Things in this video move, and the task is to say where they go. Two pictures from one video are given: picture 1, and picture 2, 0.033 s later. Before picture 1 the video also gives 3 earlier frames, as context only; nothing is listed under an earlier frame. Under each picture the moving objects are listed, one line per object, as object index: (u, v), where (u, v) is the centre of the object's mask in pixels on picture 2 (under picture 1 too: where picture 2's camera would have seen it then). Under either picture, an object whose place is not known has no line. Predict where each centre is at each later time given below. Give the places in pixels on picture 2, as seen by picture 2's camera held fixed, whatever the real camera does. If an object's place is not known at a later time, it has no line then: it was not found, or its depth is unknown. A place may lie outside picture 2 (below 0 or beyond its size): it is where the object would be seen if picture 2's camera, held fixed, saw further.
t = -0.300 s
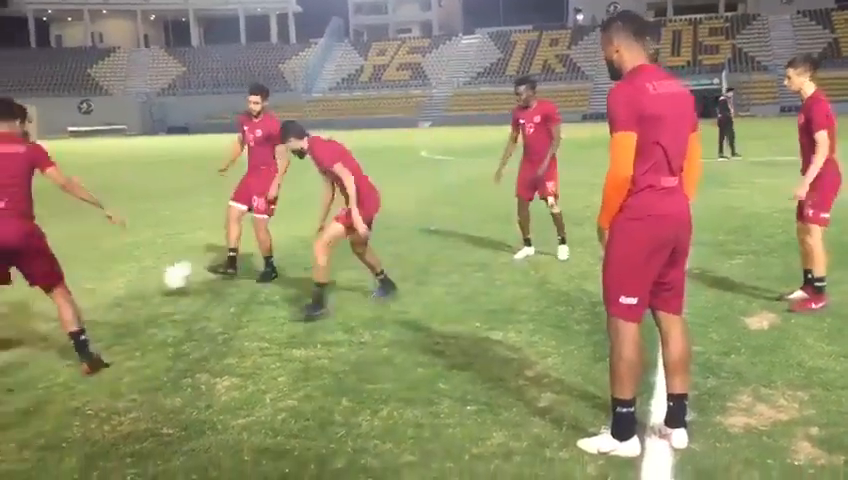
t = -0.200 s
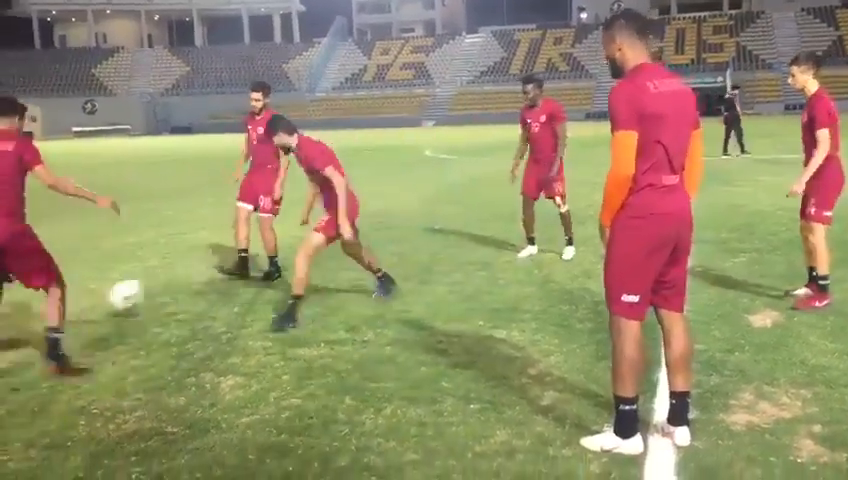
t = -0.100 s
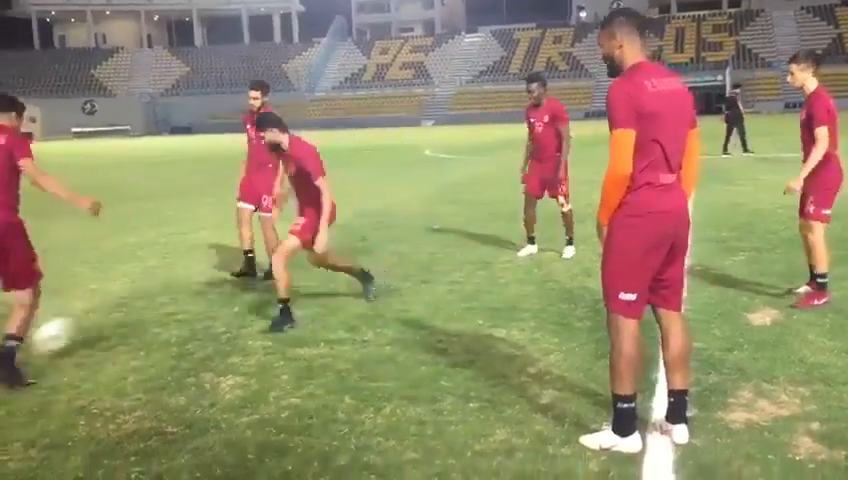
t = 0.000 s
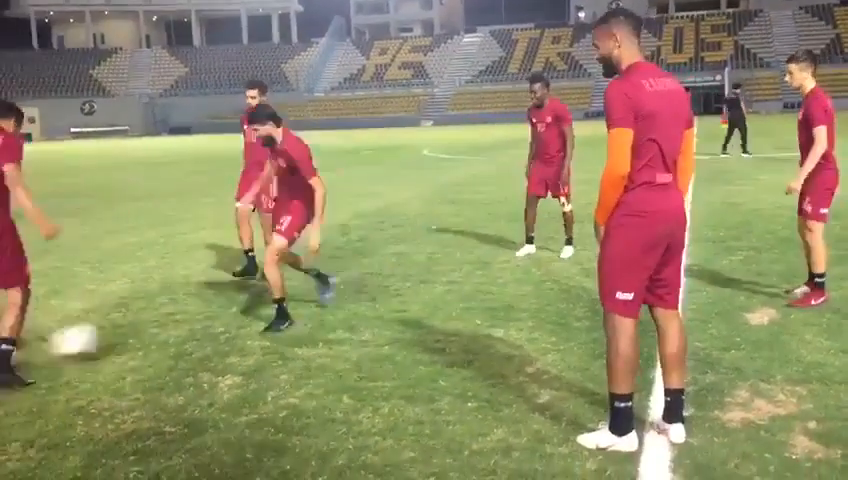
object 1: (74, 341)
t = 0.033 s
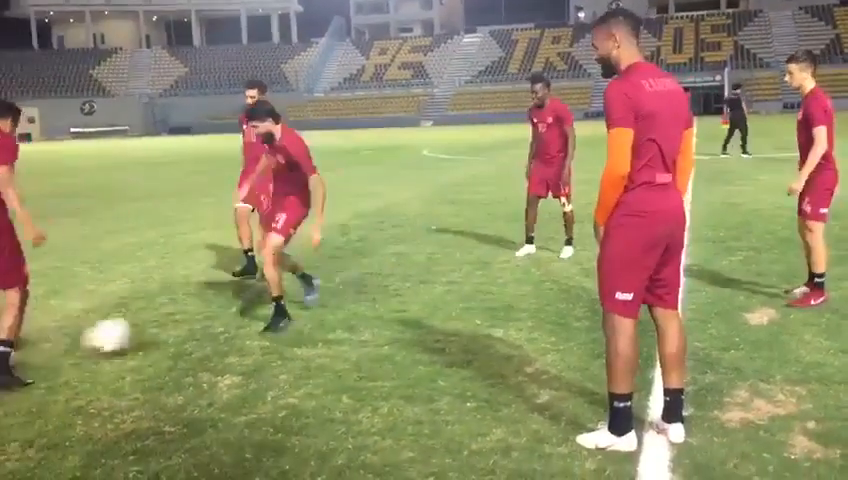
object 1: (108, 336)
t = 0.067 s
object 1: (141, 331)
